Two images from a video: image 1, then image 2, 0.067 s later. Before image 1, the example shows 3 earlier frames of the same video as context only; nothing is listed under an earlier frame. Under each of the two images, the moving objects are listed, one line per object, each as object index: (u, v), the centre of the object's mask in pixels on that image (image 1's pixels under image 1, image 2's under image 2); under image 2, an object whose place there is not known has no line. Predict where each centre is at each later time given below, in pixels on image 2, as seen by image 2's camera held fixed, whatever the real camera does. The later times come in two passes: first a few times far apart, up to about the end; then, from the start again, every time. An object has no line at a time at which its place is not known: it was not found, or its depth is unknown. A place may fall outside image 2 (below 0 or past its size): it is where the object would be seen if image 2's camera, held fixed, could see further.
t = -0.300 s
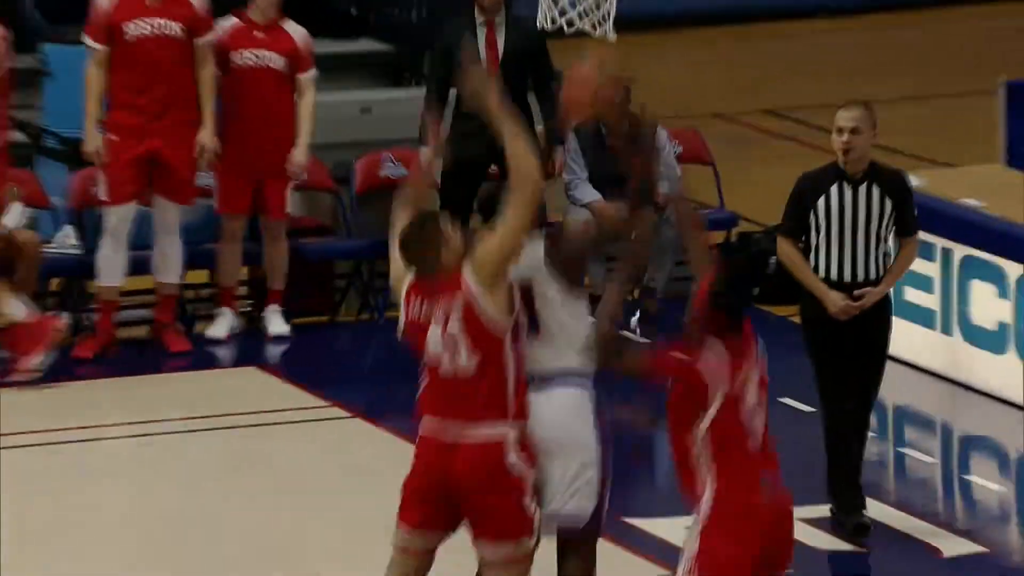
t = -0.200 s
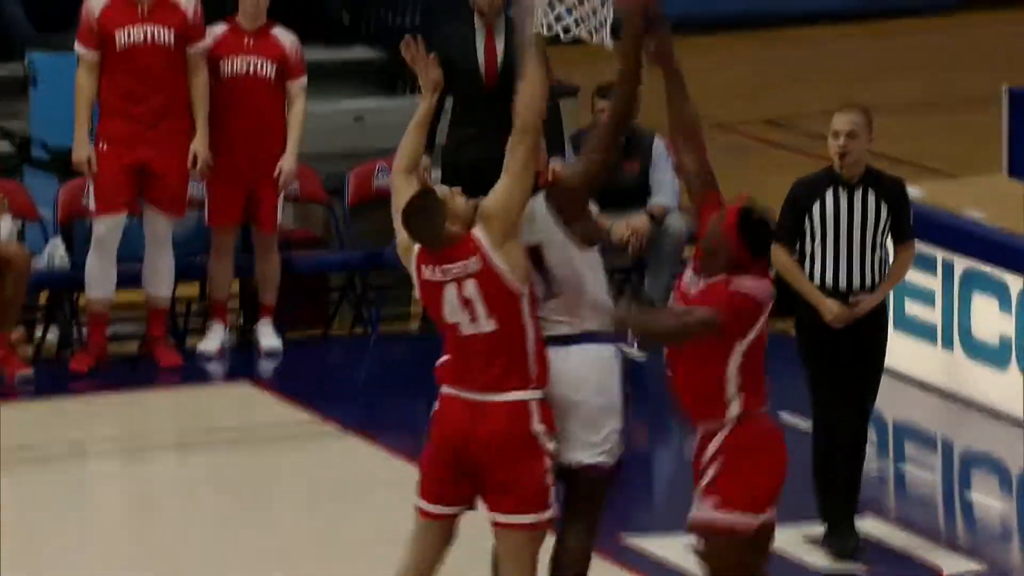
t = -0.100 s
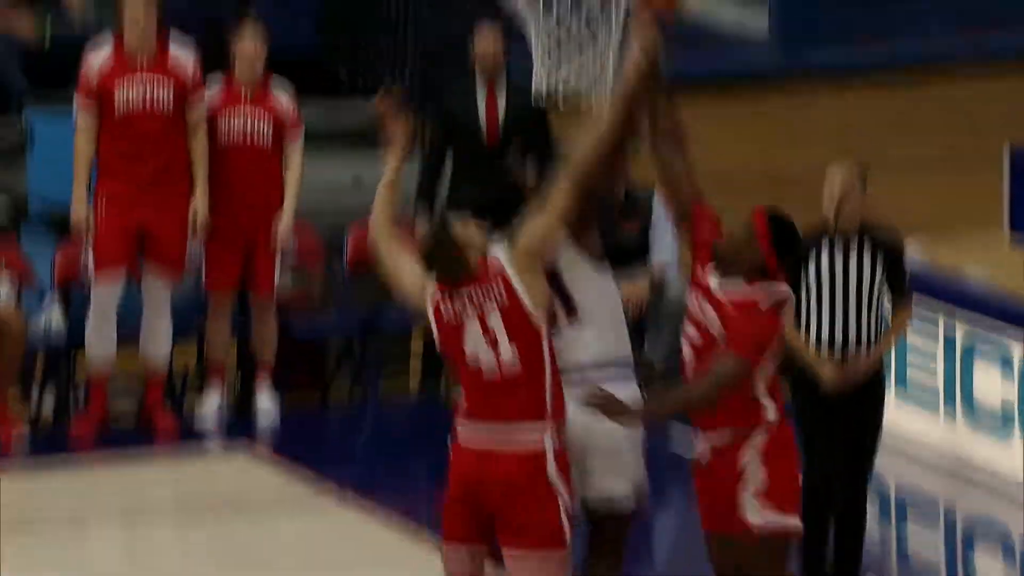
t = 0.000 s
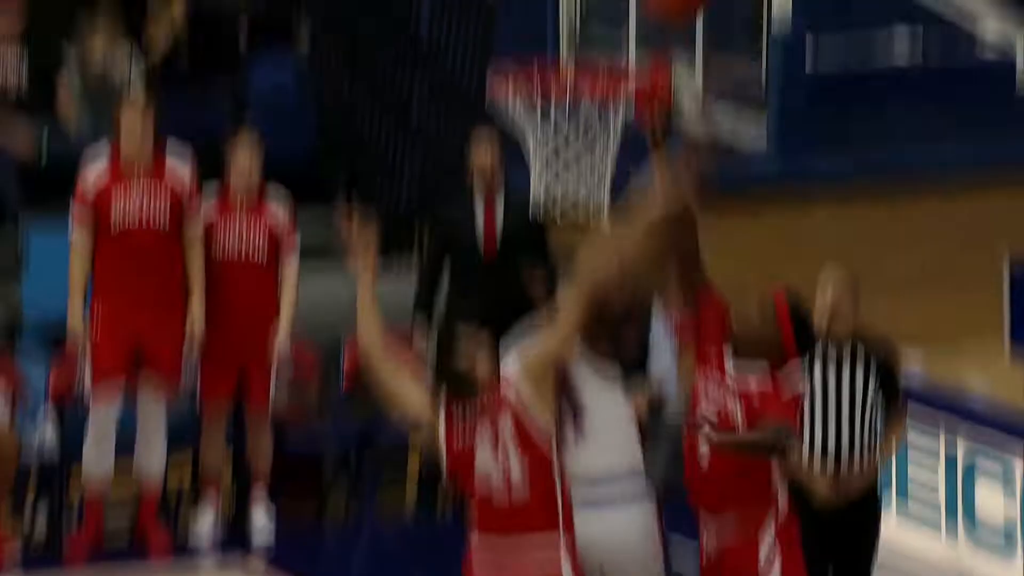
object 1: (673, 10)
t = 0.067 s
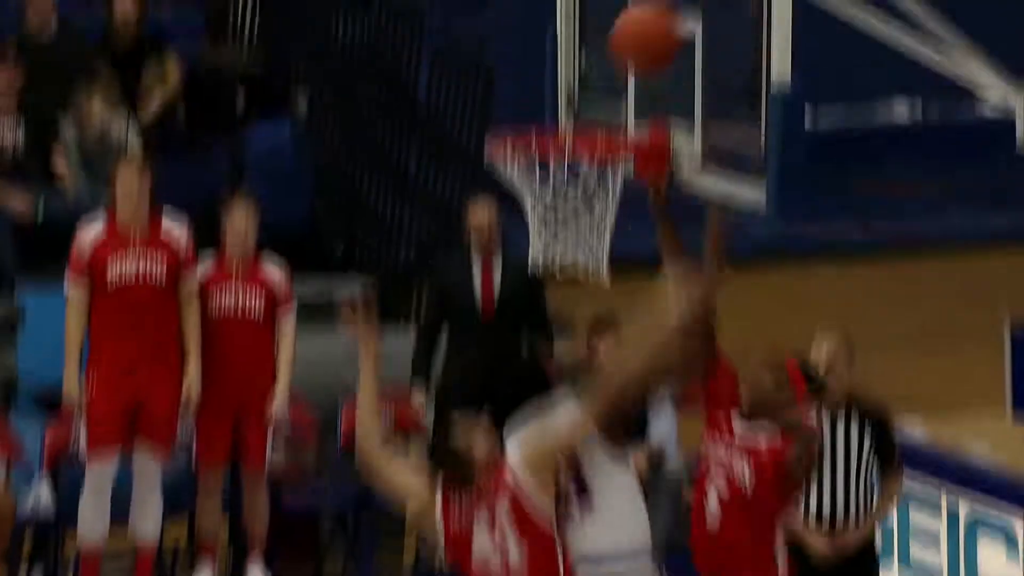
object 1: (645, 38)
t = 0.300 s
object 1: (545, 113)
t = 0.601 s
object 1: (600, 242)
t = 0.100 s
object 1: (631, 38)
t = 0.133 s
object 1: (617, 44)
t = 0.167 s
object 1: (602, 52)
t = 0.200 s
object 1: (591, 63)
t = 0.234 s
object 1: (576, 76)
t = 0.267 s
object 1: (562, 93)
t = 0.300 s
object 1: (545, 113)
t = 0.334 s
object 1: (534, 127)
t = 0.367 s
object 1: (541, 143)
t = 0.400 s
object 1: (551, 156)
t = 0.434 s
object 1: (559, 172)
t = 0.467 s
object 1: (572, 191)
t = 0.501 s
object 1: (580, 212)
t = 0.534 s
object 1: (589, 224)
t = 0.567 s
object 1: (596, 234)
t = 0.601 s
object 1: (600, 242)
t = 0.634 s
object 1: (605, 252)
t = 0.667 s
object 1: (607, 265)
